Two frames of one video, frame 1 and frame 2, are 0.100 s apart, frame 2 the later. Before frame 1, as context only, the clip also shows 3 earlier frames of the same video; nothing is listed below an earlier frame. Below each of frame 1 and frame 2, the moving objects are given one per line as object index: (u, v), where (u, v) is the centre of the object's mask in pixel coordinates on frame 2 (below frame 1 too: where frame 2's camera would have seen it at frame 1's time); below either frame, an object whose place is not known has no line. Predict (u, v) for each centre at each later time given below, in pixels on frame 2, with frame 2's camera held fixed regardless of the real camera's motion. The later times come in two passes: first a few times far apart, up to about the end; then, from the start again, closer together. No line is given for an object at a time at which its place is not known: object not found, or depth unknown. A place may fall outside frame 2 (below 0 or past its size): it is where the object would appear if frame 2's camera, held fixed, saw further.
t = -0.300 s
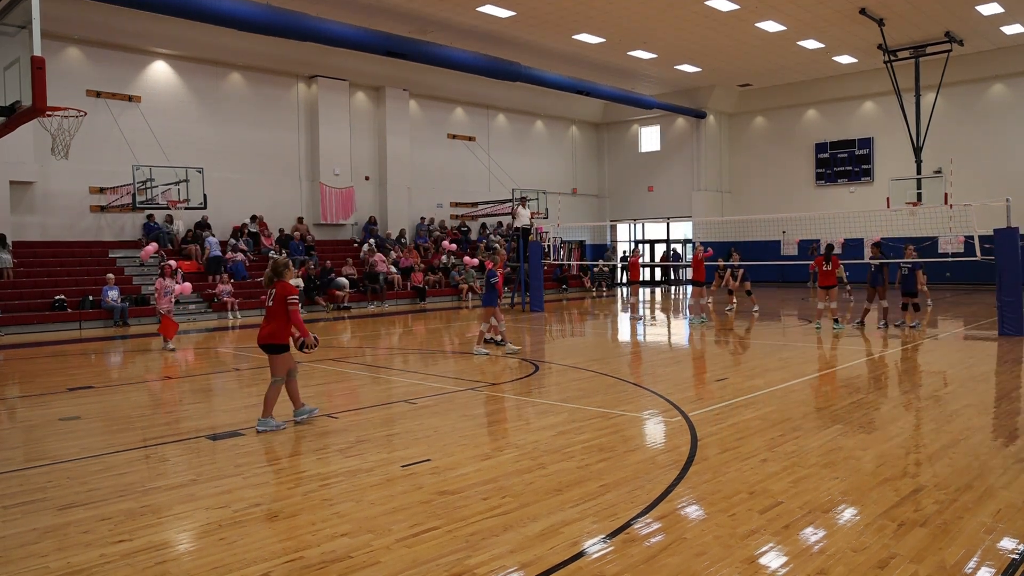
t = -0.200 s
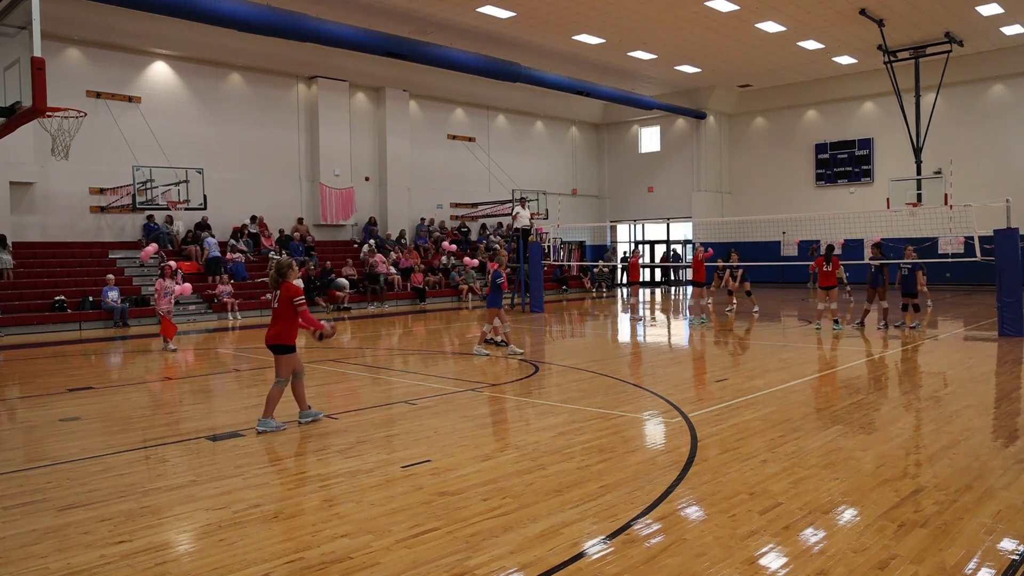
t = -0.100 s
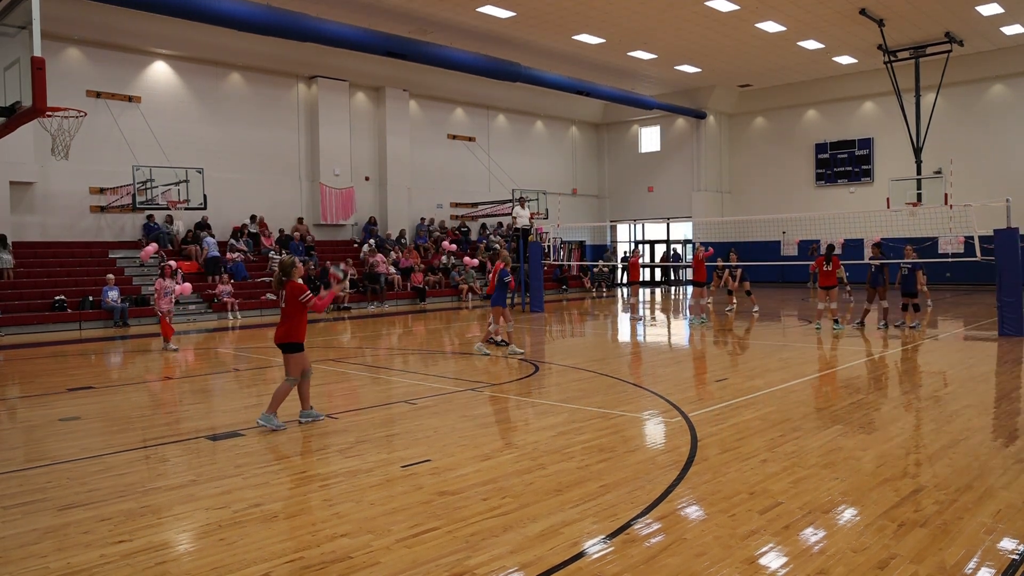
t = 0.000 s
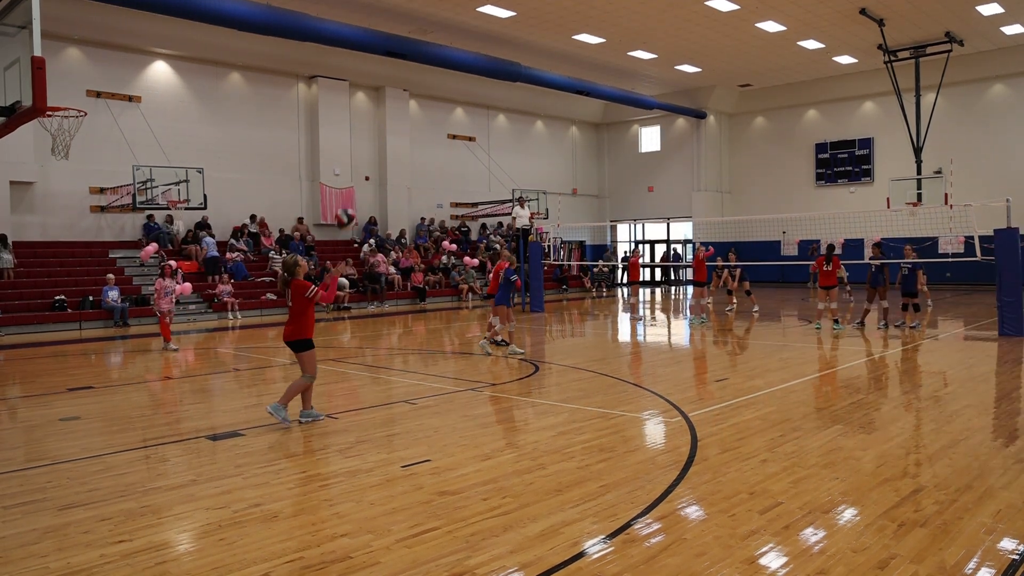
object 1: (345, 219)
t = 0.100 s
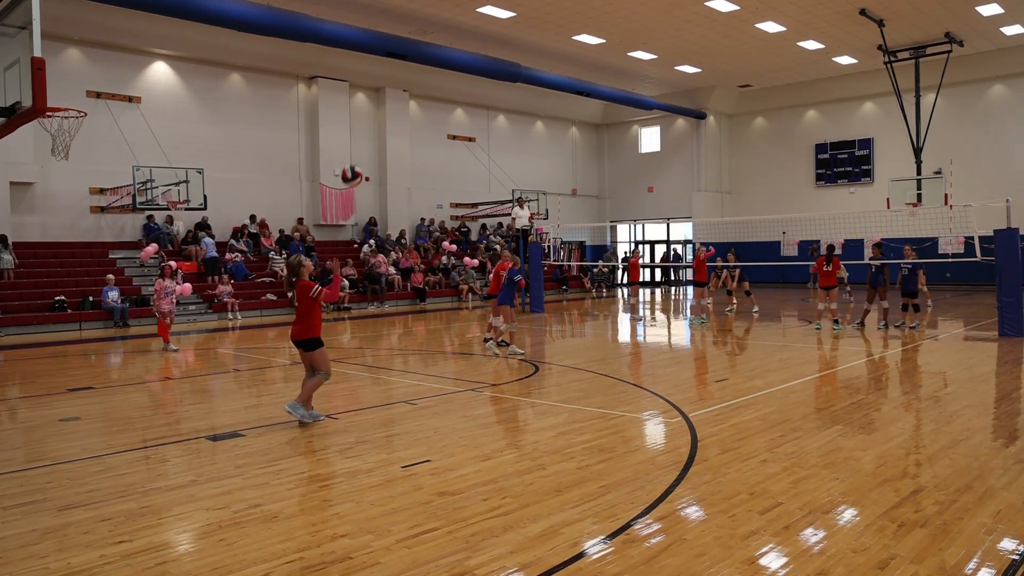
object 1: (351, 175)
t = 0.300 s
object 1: (366, 120)
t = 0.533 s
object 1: (383, 106)
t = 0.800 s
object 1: (403, 155)
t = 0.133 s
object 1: (354, 163)
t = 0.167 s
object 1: (356, 152)
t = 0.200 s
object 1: (358, 142)
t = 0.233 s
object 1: (361, 134)
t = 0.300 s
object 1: (366, 120)
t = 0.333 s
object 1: (368, 114)
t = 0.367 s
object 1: (371, 110)
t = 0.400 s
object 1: (373, 107)
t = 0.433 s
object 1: (375, 105)
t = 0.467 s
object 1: (378, 105)
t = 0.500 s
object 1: (380, 105)
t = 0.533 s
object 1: (383, 106)
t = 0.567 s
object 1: (385, 109)
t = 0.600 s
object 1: (388, 112)
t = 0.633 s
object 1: (390, 117)
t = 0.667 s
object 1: (392, 123)
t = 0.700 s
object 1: (395, 129)
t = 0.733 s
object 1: (397, 137)
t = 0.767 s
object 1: (400, 146)
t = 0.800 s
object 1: (403, 155)
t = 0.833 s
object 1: (405, 166)
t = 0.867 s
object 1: (407, 178)
